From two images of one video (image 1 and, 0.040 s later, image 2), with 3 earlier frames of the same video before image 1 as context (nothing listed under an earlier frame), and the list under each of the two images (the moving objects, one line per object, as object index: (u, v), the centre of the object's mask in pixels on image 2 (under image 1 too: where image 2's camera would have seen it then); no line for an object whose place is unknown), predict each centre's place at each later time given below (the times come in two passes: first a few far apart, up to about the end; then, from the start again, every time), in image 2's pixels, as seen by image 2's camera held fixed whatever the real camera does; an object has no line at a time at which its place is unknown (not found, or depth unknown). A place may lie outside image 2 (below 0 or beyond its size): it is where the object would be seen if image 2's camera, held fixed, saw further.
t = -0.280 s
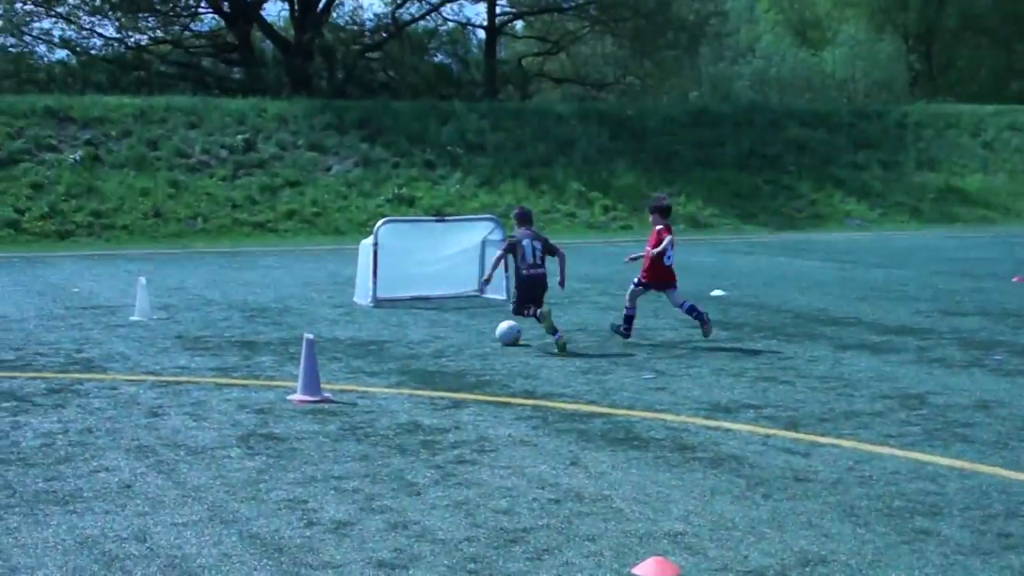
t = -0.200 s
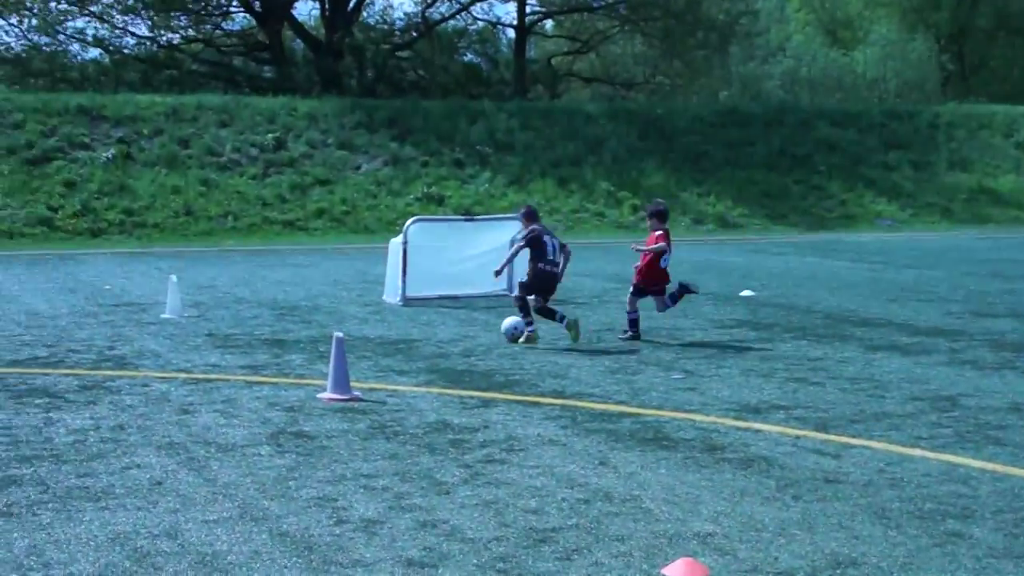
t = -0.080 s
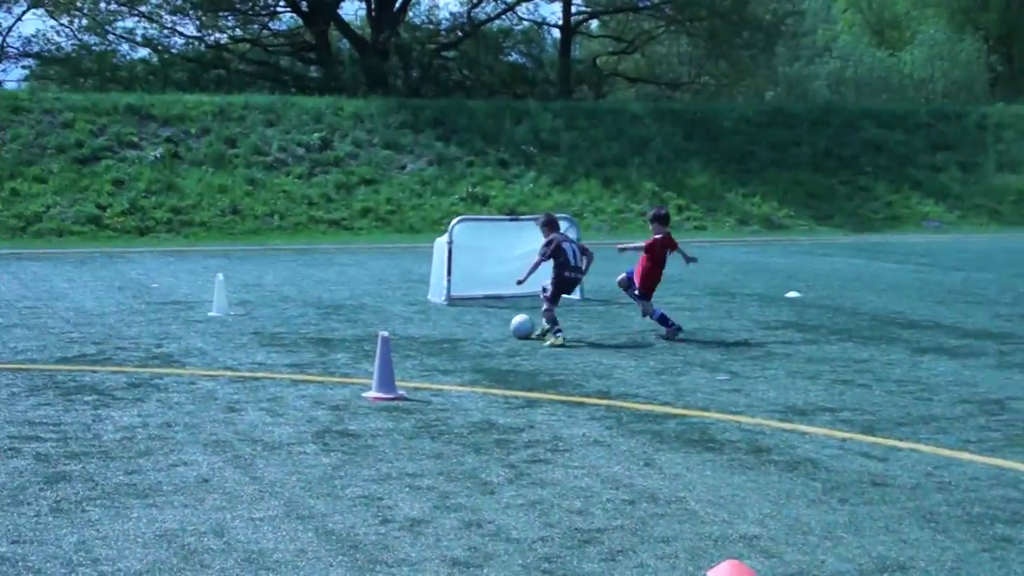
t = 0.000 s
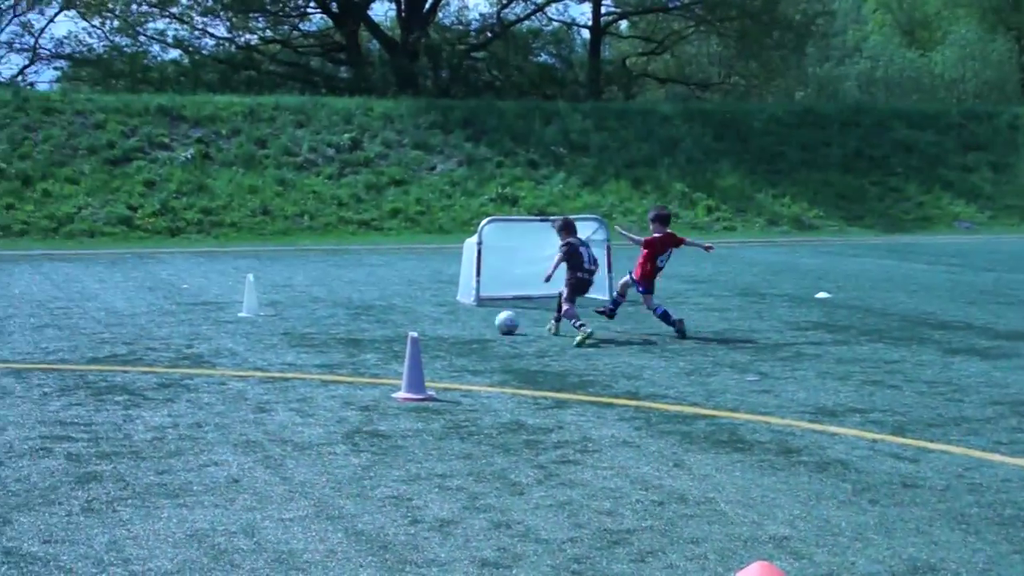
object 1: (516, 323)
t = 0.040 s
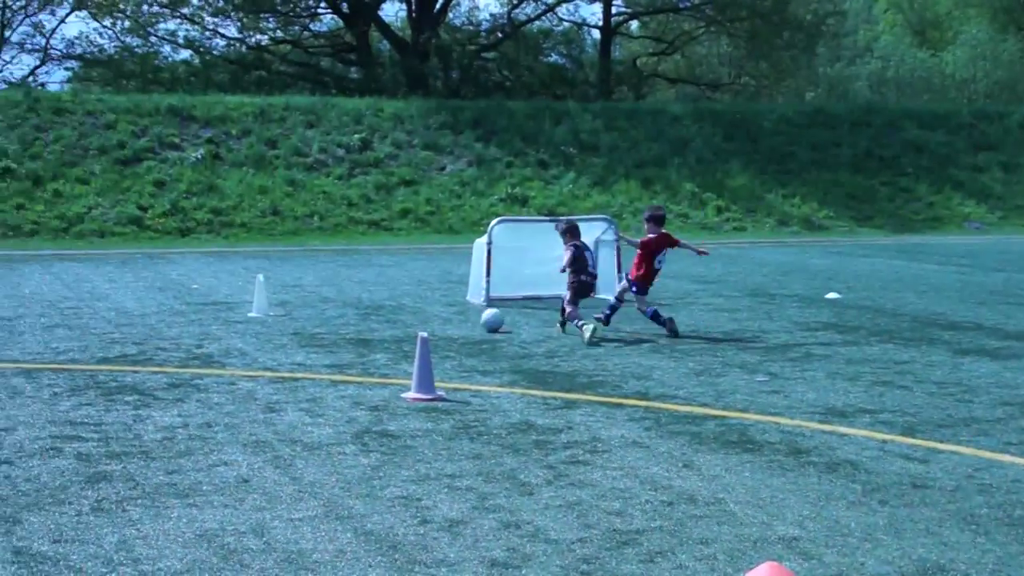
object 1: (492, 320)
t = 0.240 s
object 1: (387, 310)
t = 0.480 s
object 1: (292, 301)
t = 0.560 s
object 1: (270, 298)
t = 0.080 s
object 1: (468, 318)
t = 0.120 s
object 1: (447, 316)
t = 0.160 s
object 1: (426, 314)
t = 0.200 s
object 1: (406, 312)
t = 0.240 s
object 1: (387, 310)
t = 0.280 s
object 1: (369, 309)
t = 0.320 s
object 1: (352, 308)
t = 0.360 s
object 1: (336, 305)
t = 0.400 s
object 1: (321, 303)
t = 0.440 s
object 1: (306, 303)
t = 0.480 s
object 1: (292, 301)
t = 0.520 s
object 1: (279, 300)
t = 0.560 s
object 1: (270, 298)
